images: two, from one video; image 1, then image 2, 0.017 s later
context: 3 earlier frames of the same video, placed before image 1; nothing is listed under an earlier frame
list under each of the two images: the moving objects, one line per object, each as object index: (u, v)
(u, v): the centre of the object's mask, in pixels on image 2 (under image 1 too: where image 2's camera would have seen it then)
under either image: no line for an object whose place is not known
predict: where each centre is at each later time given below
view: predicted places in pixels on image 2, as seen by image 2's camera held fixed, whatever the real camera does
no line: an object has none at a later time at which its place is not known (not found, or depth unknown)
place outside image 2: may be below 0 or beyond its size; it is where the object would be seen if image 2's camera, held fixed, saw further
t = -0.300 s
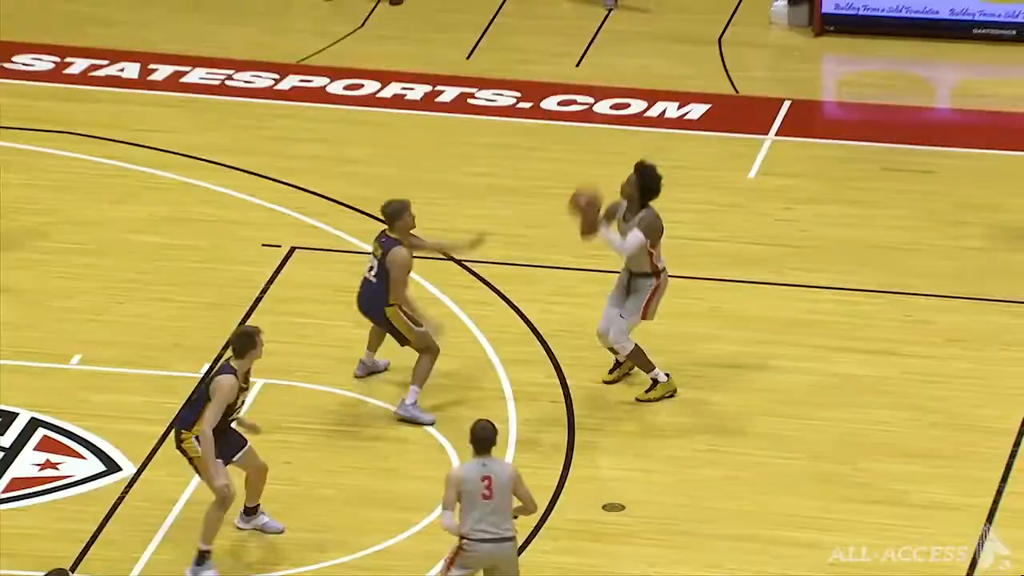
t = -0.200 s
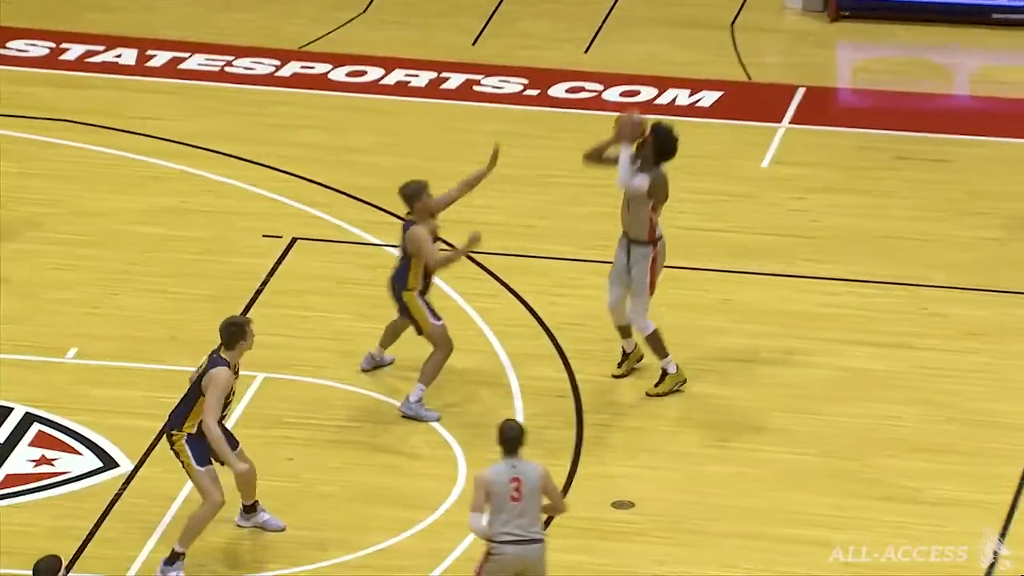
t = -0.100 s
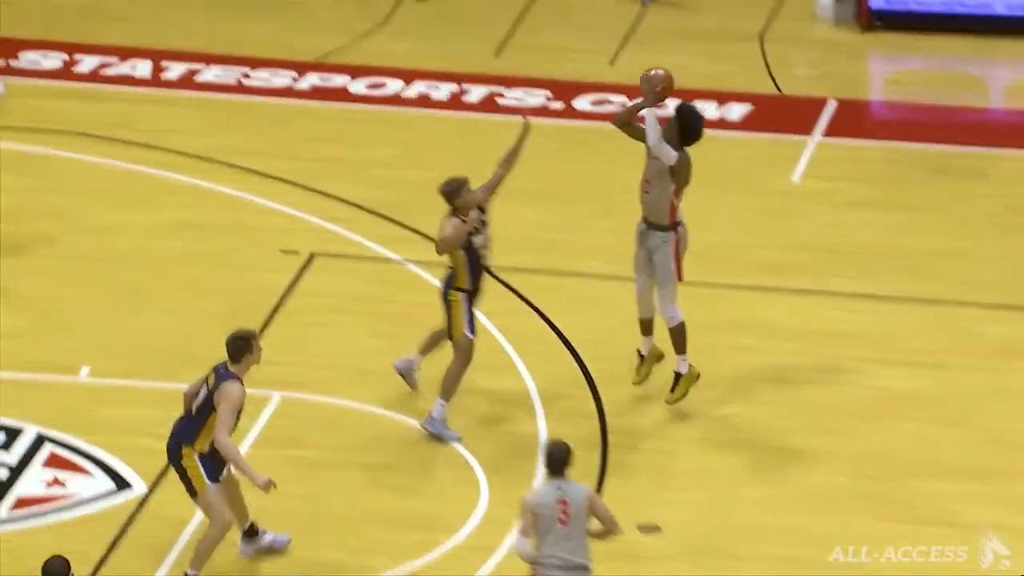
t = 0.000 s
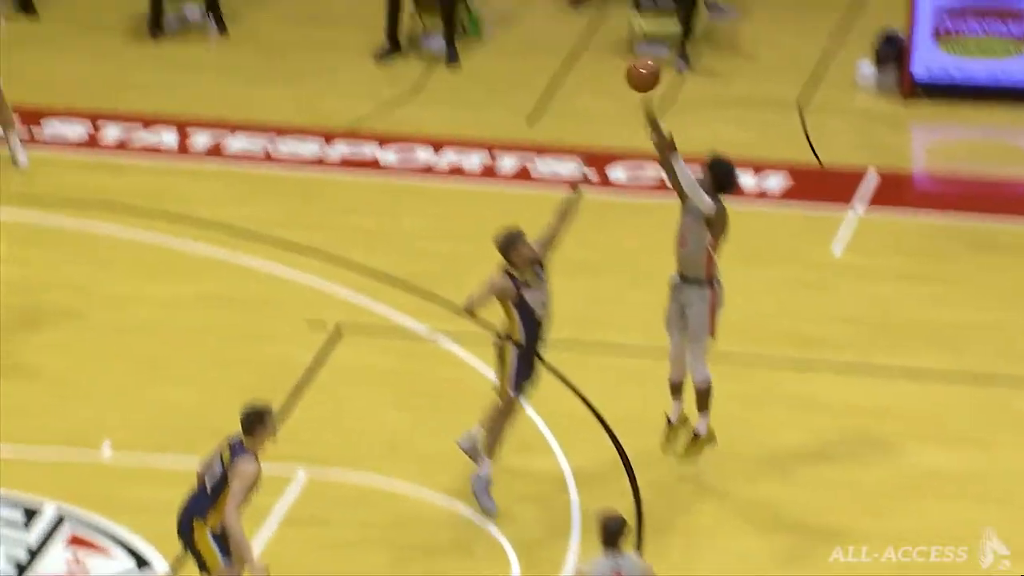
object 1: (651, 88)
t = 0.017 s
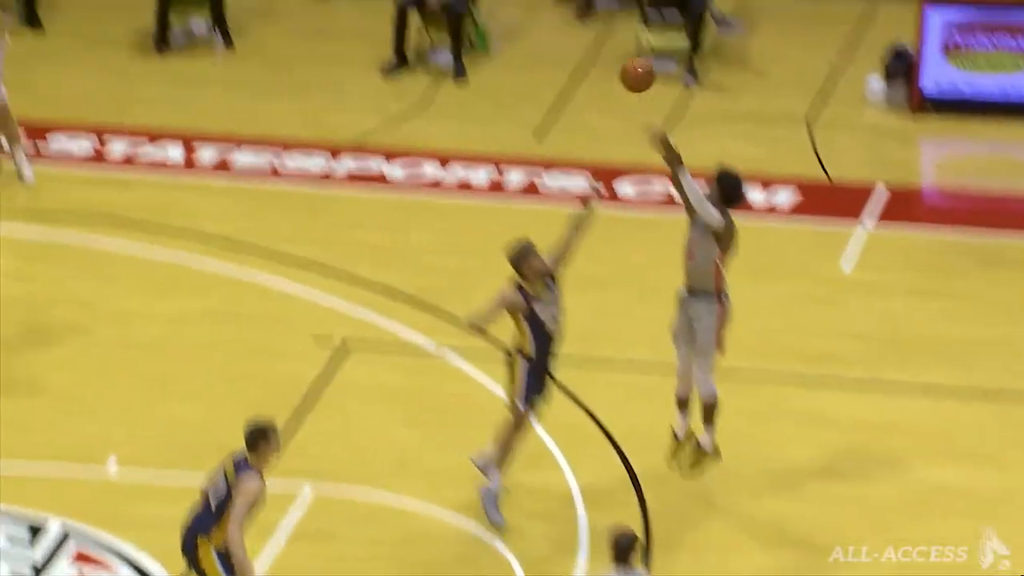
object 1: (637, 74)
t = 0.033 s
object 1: (624, 62)
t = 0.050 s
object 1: (609, 48)
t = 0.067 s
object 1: (595, 35)
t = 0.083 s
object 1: (583, 21)
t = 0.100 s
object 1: (569, 8)
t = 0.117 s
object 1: (555, -3)
